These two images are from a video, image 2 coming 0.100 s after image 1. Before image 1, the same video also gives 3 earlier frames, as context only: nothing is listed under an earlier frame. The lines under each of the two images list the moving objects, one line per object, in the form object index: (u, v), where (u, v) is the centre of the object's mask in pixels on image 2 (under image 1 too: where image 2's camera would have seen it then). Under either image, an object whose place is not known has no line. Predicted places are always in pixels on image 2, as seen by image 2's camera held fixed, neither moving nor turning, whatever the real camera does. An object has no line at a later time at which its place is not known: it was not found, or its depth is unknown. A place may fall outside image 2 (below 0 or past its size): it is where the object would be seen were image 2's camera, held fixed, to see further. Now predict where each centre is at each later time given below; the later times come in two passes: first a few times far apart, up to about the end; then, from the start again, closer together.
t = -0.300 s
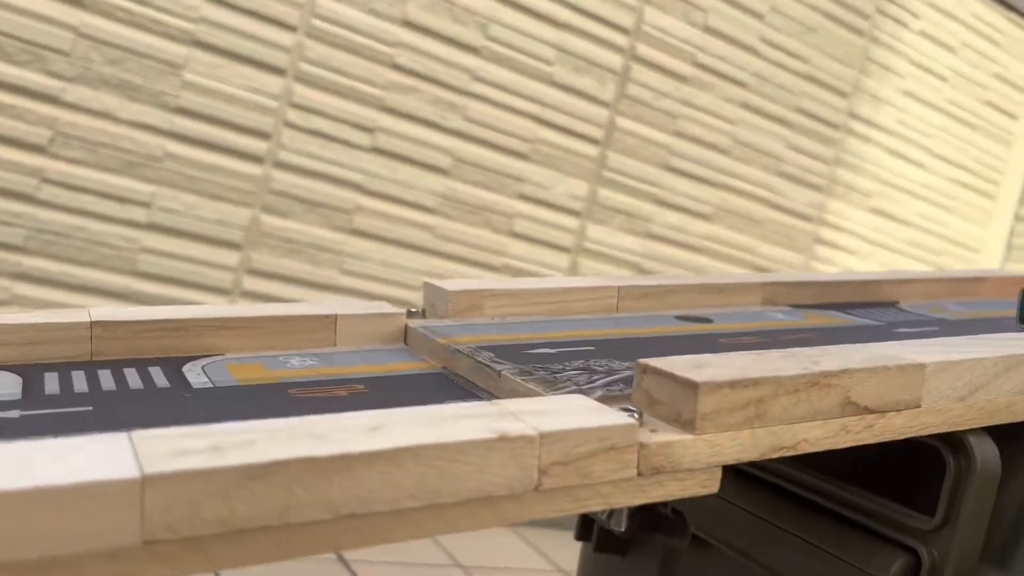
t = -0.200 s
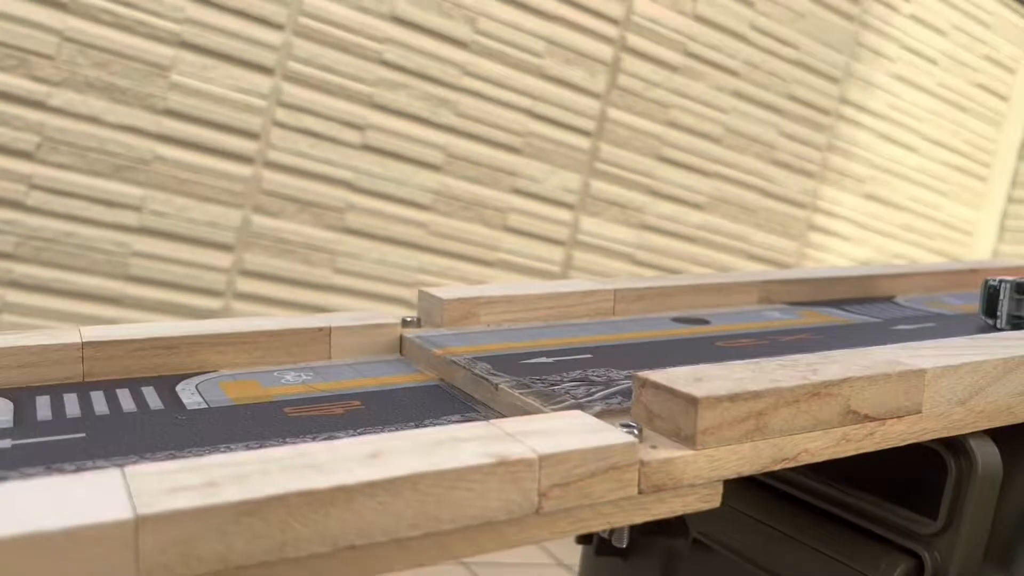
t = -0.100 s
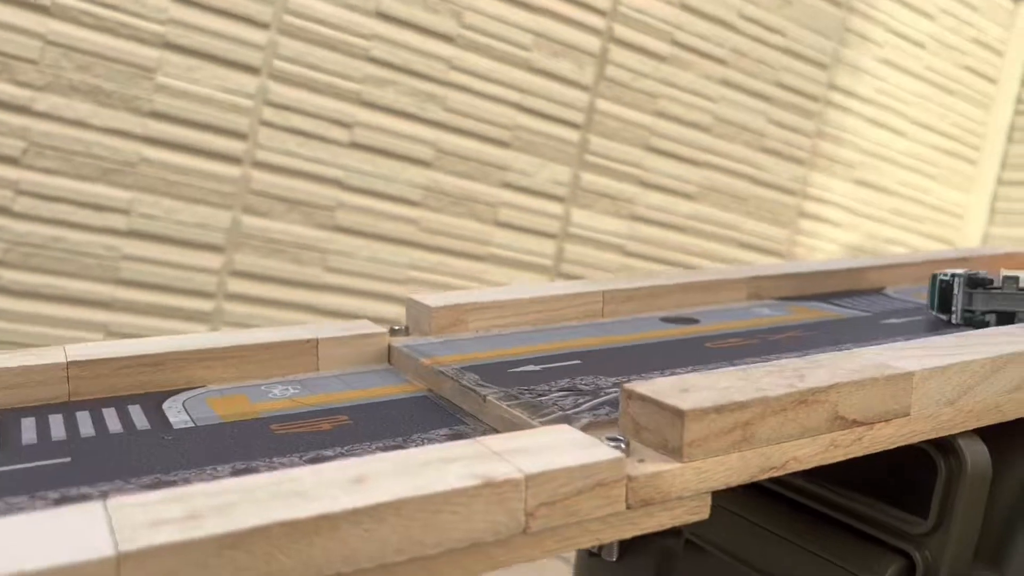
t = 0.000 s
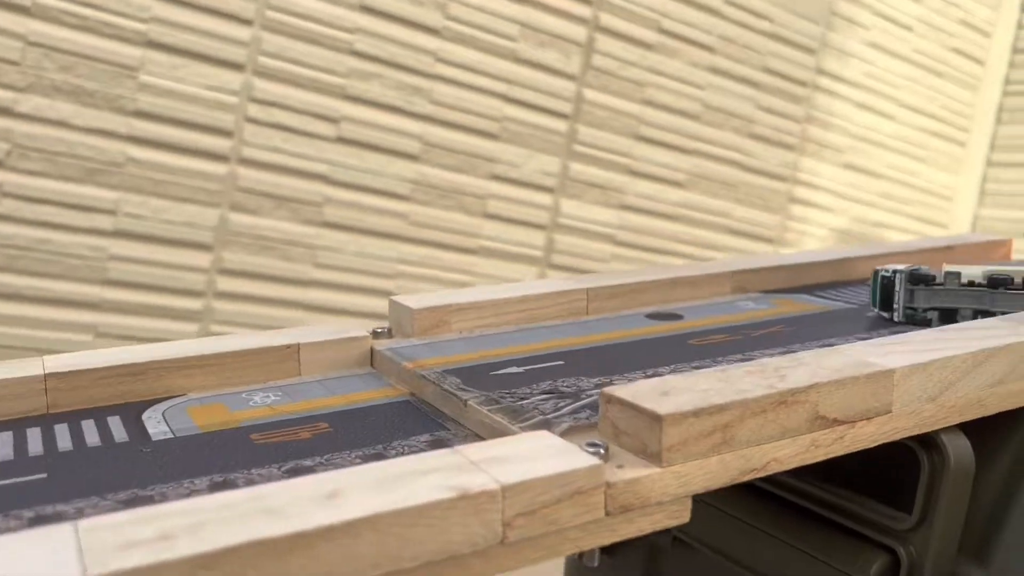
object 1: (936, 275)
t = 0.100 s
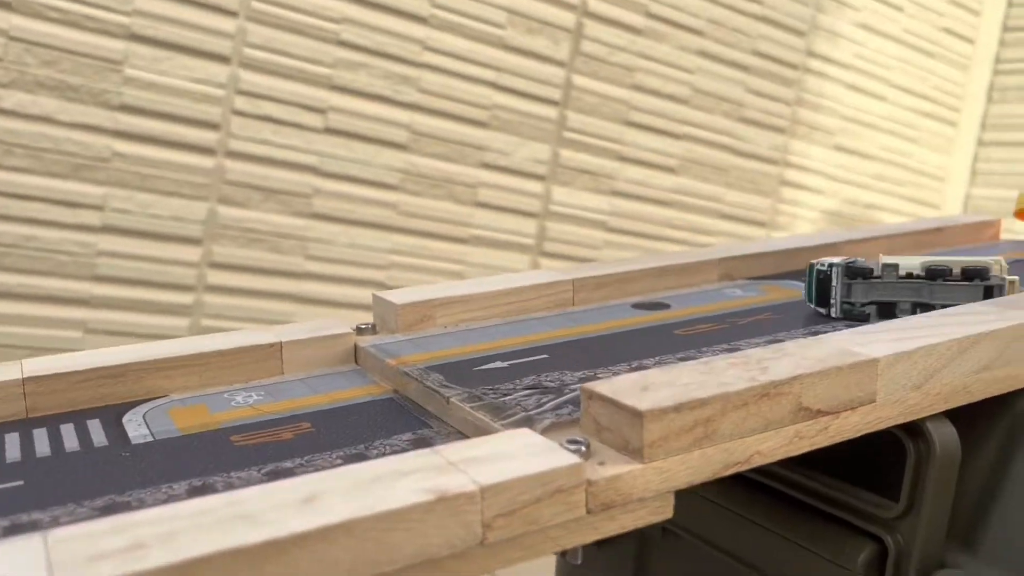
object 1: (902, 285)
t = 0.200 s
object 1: (838, 298)
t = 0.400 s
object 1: (683, 327)
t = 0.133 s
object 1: (882, 289)
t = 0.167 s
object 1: (861, 293)
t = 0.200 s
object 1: (838, 298)
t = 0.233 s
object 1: (814, 302)
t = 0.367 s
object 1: (710, 322)
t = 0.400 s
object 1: (683, 327)
